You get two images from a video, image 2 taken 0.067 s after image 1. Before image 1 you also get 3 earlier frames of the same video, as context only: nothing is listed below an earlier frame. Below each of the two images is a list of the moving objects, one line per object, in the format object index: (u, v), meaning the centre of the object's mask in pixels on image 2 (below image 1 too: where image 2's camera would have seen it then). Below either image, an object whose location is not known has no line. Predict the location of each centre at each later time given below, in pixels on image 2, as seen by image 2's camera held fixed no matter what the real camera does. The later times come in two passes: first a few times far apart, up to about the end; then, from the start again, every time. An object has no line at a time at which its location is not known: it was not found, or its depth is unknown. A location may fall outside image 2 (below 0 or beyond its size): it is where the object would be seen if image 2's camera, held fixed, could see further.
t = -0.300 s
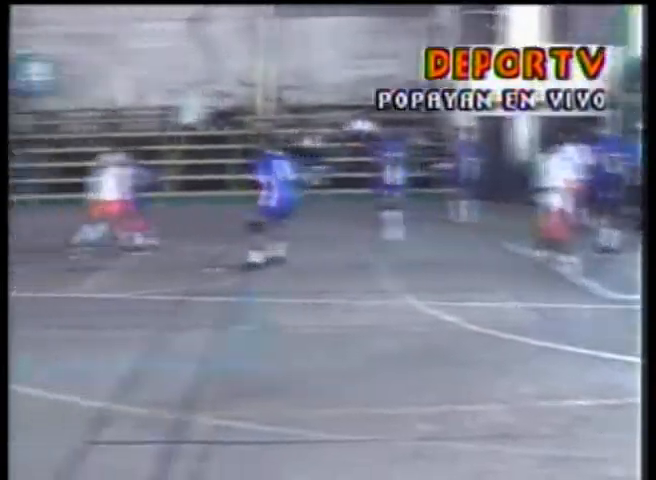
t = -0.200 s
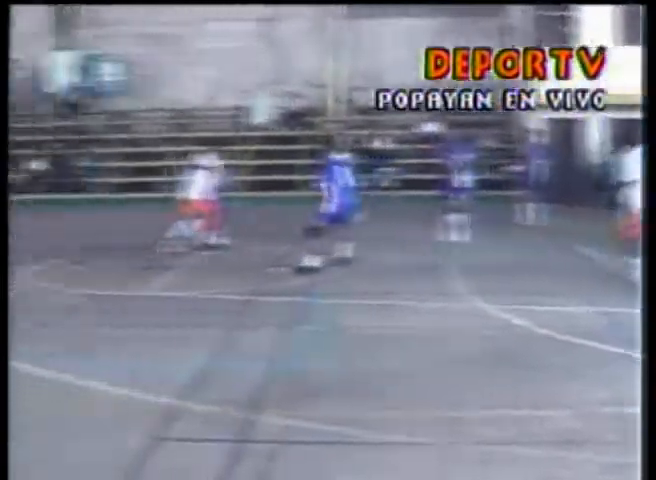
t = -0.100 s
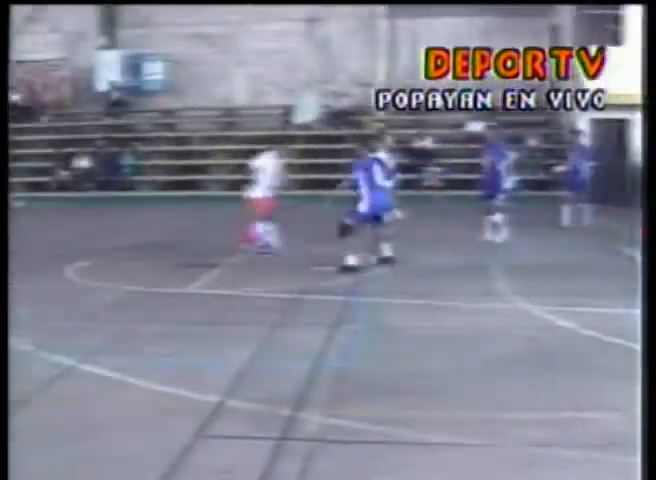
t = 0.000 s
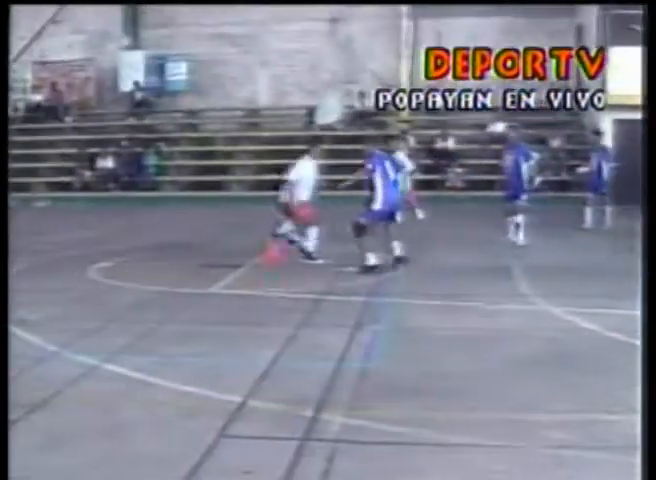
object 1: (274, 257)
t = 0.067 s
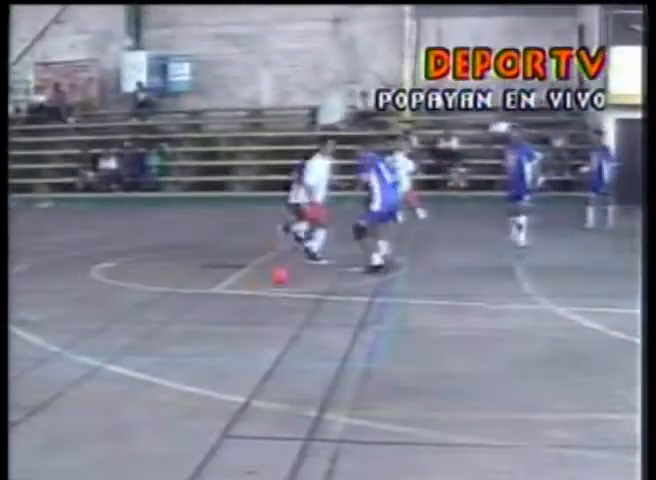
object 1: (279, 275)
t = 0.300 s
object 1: (257, 289)
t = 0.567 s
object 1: (218, 311)
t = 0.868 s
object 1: (158, 347)
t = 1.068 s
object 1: (105, 377)
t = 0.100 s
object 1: (279, 276)
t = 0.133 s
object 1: (275, 276)
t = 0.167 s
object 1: (271, 277)
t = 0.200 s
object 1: (268, 277)
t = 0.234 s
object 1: (264, 281)
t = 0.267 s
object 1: (262, 284)
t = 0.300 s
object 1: (257, 289)
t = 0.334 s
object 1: (254, 293)
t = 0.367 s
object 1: (252, 294)
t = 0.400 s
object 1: (247, 298)
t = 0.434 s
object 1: (244, 299)
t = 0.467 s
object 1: (236, 304)
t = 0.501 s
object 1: (229, 309)
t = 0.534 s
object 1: (223, 310)
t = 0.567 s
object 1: (218, 311)
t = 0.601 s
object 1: (214, 314)
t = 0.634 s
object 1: (206, 322)
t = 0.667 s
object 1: (198, 324)
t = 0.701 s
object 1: (194, 325)
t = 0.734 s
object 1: (189, 328)
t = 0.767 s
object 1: (181, 335)
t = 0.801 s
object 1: (177, 338)
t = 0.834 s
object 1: (163, 343)
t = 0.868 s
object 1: (158, 347)
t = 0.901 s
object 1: (150, 351)
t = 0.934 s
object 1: (142, 357)
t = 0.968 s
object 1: (131, 361)
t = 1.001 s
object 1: (124, 366)
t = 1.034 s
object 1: (115, 372)
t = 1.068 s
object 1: (105, 377)
